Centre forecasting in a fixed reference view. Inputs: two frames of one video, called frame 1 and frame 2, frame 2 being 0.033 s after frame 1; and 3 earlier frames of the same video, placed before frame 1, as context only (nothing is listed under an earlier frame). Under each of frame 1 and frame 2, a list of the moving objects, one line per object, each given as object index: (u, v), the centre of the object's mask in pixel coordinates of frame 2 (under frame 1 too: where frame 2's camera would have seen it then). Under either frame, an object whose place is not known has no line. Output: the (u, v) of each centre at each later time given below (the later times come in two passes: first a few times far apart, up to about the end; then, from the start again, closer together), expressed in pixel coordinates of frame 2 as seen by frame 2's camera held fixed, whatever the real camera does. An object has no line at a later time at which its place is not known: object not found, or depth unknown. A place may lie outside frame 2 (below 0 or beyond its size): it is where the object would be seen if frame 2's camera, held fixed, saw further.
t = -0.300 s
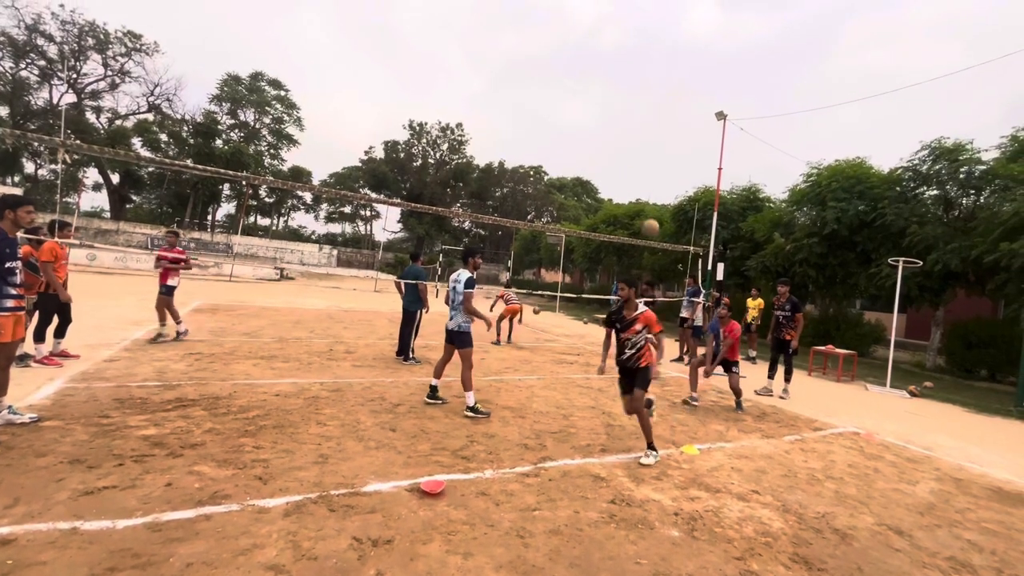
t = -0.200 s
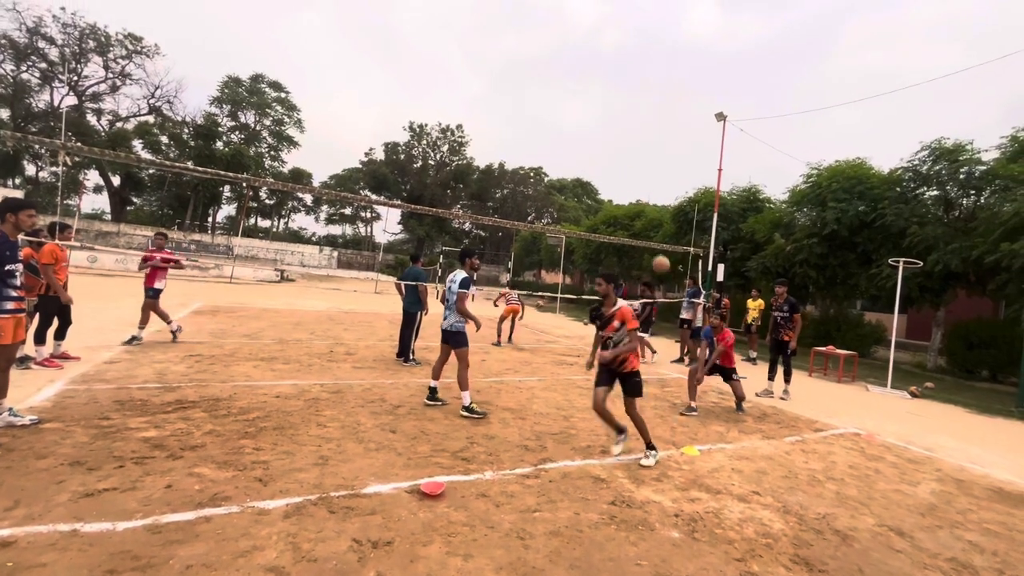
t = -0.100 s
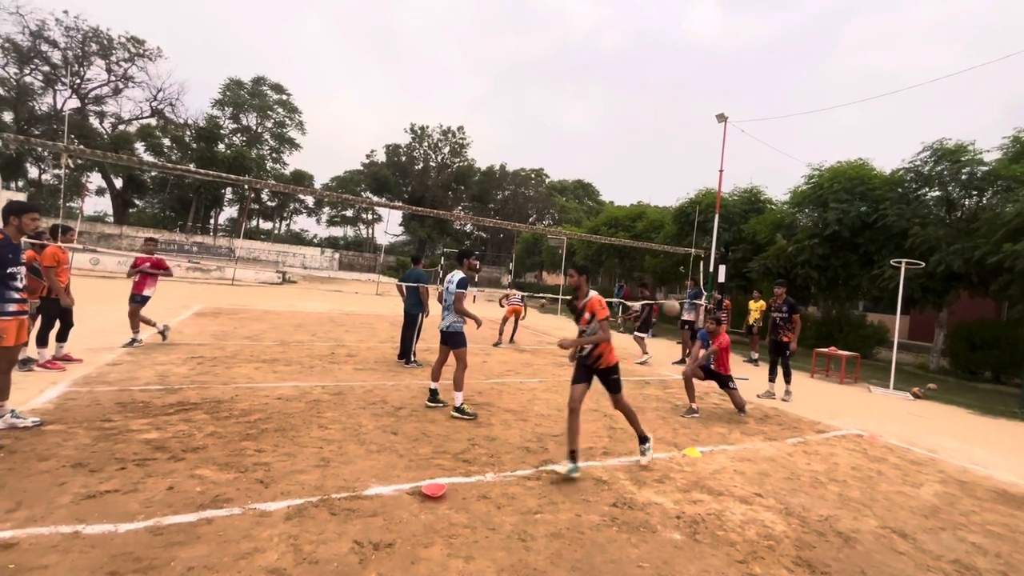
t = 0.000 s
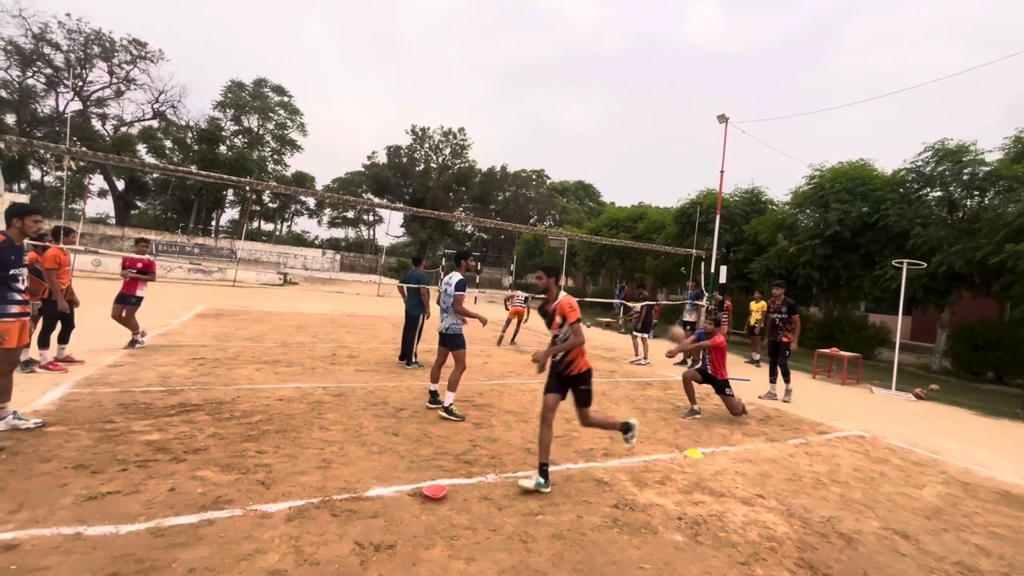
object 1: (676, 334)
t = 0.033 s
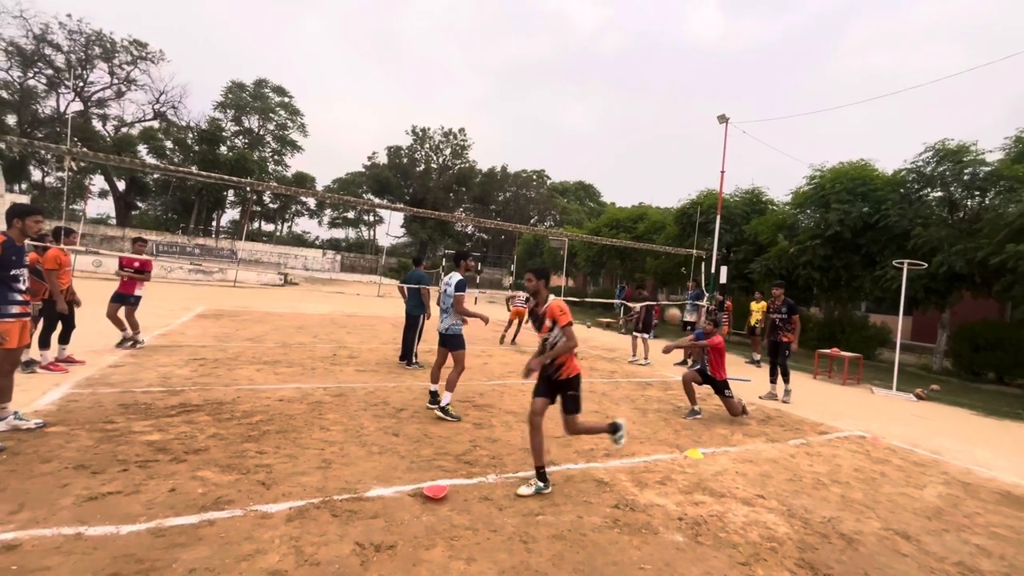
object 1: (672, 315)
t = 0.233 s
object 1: (644, 218)
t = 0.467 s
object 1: (608, 145)
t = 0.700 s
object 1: (568, 114)
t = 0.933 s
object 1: (523, 125)
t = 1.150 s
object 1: (481, 175)
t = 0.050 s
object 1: (671, 306)
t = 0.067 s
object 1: (668, 296)
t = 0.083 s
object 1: (665, 287)
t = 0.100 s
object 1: (663, 280)
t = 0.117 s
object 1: (661, 271)
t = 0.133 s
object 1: (659, 263)
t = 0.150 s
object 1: (656, 255)
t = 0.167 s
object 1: (654, 247)
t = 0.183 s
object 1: (652, 239)
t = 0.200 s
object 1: (649, 232)
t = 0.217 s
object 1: (647, 225)
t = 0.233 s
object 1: (644, 218)
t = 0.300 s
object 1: (634, 194)
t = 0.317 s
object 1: (631, 188)
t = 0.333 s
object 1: (629, 182)
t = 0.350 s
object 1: (626, 177)
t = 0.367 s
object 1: (624, 172)
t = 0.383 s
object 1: (621, 167)
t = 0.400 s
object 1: (618, 162)
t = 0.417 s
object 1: (616, 158)
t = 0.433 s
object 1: (613, 153)
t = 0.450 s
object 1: (610, 149)
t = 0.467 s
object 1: (608, 145)
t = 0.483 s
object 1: (605, 141)
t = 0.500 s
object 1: (602, 138)
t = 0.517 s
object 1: (600, 135)
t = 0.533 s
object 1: (597, 132)
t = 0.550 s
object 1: (594, 129)
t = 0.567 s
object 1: (591, 126)
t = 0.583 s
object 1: (588, 124)
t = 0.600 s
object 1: (585, 122)
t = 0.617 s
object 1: (583, 120)
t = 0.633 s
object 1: (580, 118)
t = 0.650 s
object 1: (577, 117)
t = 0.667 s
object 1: (574, 115)
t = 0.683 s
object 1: (571, 114)
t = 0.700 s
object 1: (568, 114)
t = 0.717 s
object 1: (565, 113)
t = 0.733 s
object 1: (562, 113)
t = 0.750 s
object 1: (559, 112)
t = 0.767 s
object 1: (556, 112)
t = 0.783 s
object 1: (553, 113)
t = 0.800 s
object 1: (550, 113)
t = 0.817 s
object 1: (547, 114)
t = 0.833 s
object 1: (543, 115)
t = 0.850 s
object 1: (540, 116)
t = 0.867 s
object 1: (537, 118)
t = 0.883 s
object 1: (534, 119)
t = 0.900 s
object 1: (530, 121)
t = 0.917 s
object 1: (527, 123)
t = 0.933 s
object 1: (523, 125)
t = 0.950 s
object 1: (521, 128)
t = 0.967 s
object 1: (517, 131)
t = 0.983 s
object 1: (514, 133)
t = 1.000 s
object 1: (511, 137)
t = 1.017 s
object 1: (507, 140)
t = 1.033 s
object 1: (504, 144)
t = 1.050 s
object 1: (500, 147)
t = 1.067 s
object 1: (497, 151)
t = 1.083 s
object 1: (494, 156)
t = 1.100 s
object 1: (490, 160)
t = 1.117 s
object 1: (487, 165)
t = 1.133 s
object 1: (482, 169)
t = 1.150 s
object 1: (481, 175)
